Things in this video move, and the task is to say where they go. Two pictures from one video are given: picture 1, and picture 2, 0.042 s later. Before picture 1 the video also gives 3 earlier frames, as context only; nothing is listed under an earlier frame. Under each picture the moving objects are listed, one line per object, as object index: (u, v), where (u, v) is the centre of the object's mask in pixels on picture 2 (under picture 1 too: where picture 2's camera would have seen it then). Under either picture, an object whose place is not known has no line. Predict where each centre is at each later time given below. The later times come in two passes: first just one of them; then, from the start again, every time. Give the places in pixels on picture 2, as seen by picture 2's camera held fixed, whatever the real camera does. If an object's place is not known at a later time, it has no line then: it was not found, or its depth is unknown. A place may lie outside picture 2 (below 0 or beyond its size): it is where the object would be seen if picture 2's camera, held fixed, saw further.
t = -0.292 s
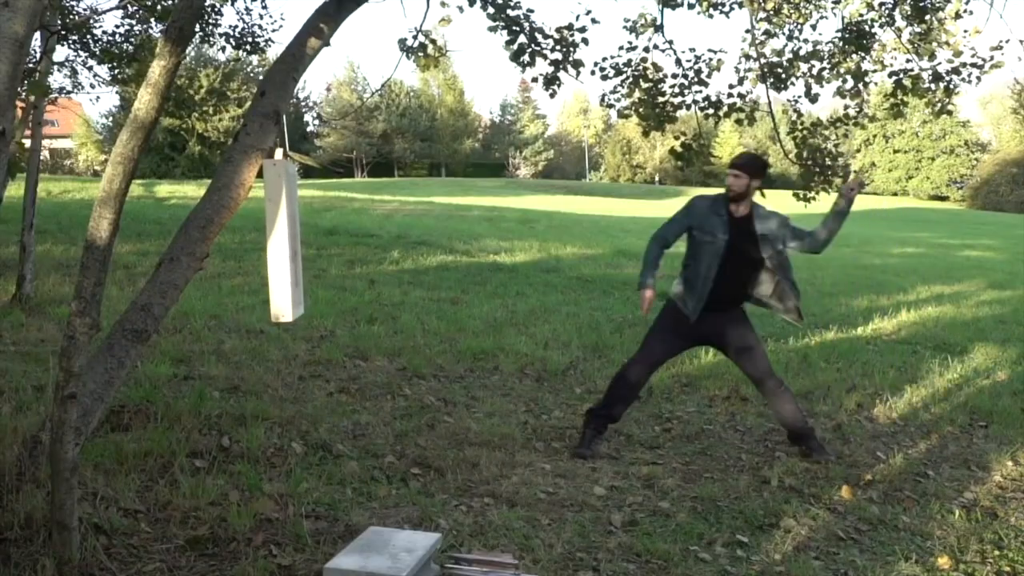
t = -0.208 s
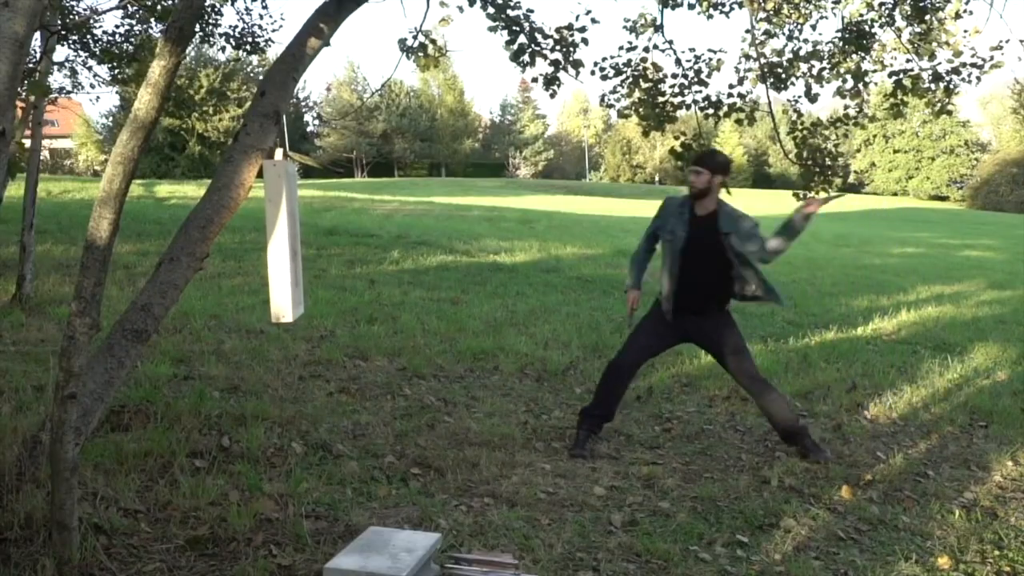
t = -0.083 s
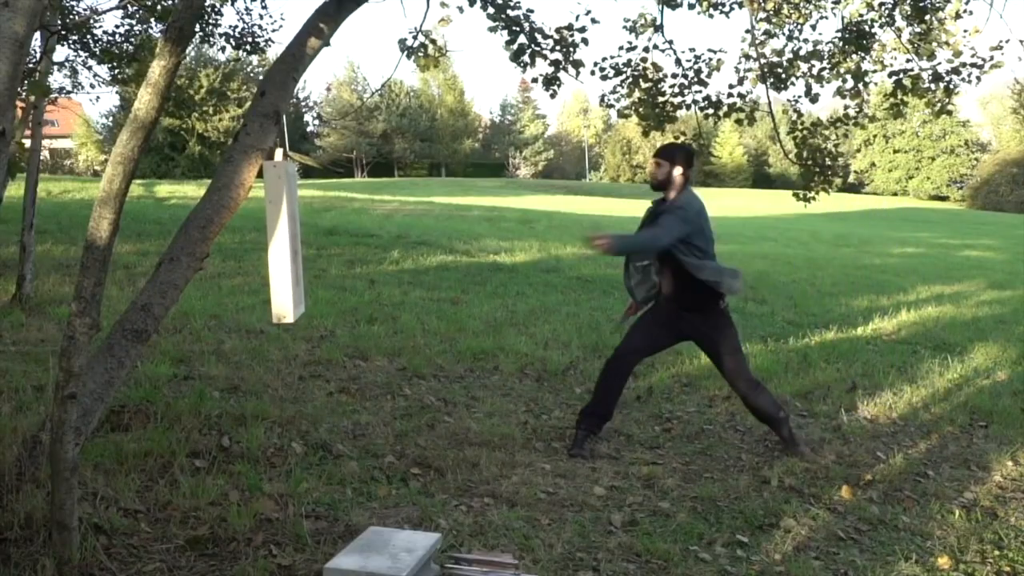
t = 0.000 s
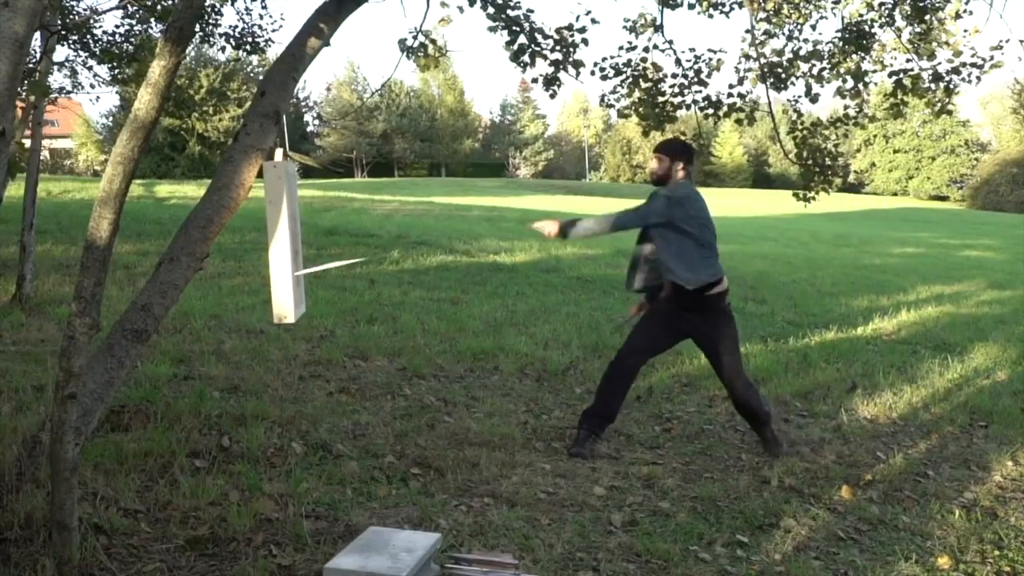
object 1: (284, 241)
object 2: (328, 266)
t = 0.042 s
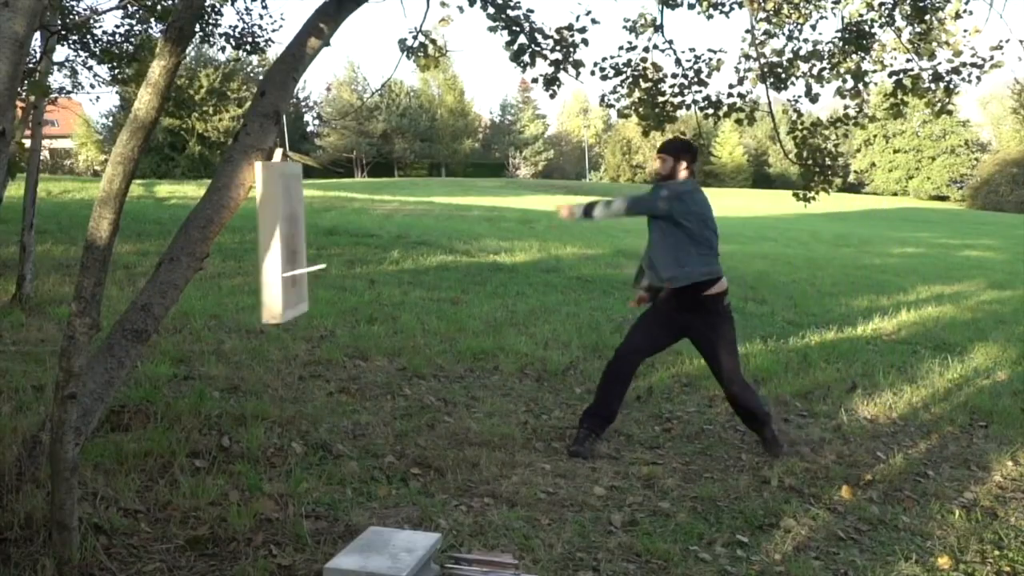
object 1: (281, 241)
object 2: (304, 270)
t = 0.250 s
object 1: (274, 239)
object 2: (266, 273)
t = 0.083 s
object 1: (278, 240)
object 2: (290, 272)
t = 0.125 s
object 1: (276, 239)
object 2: (276, 272)
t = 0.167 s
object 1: (275, 240)
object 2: (266, 273)
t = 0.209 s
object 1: (274, 239)
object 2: (262, 273)
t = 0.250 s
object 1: (274, 239)
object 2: (266, 273)
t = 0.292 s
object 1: (274, 239)
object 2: (272, 273)
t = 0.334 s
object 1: (275, 239)
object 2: (278, 273)
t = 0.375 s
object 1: (277, 239)
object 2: (287, 273)
